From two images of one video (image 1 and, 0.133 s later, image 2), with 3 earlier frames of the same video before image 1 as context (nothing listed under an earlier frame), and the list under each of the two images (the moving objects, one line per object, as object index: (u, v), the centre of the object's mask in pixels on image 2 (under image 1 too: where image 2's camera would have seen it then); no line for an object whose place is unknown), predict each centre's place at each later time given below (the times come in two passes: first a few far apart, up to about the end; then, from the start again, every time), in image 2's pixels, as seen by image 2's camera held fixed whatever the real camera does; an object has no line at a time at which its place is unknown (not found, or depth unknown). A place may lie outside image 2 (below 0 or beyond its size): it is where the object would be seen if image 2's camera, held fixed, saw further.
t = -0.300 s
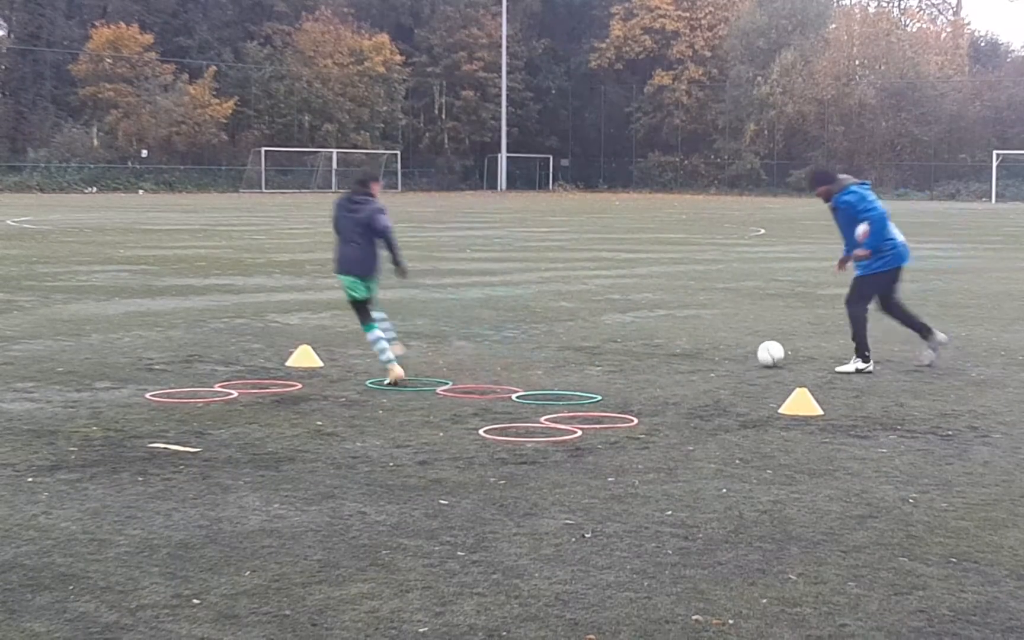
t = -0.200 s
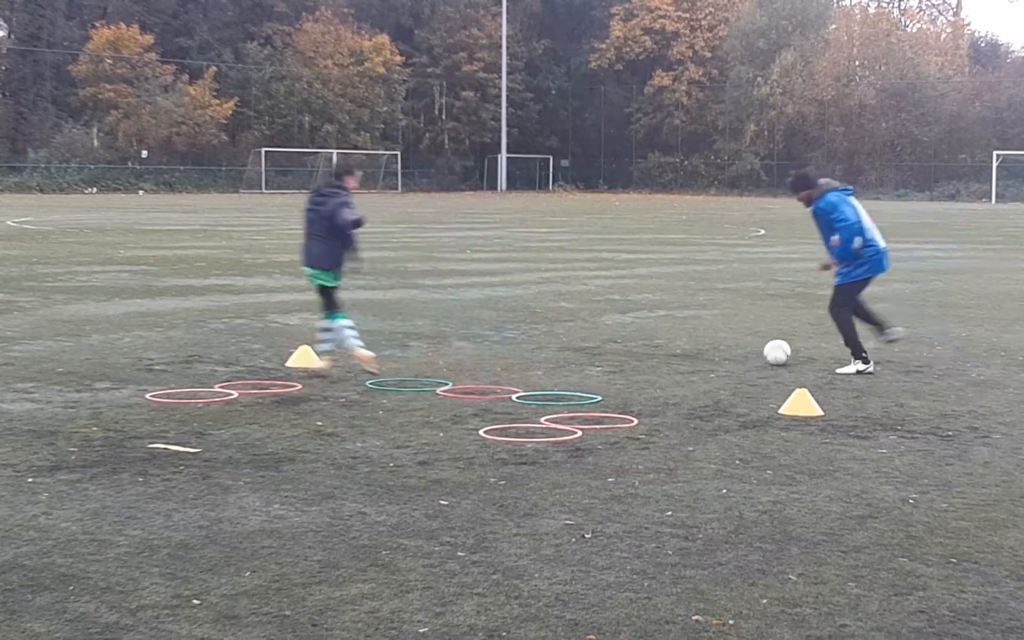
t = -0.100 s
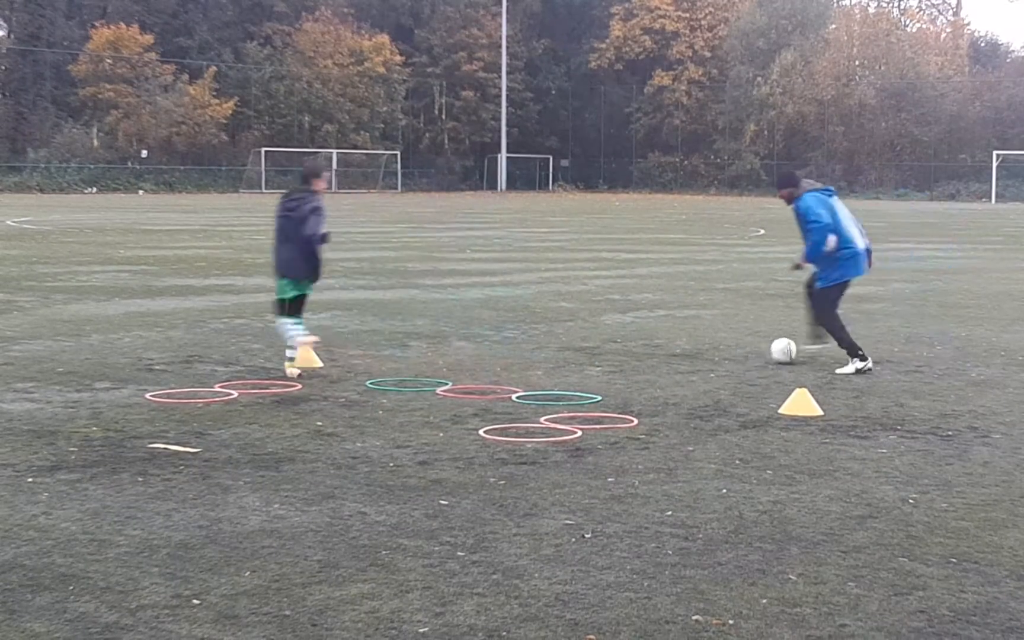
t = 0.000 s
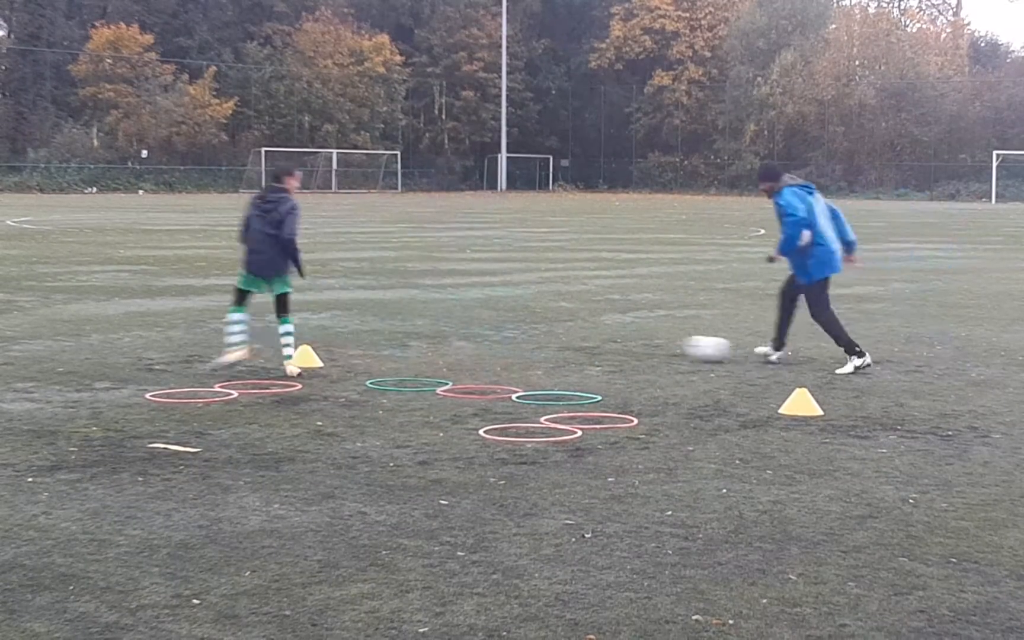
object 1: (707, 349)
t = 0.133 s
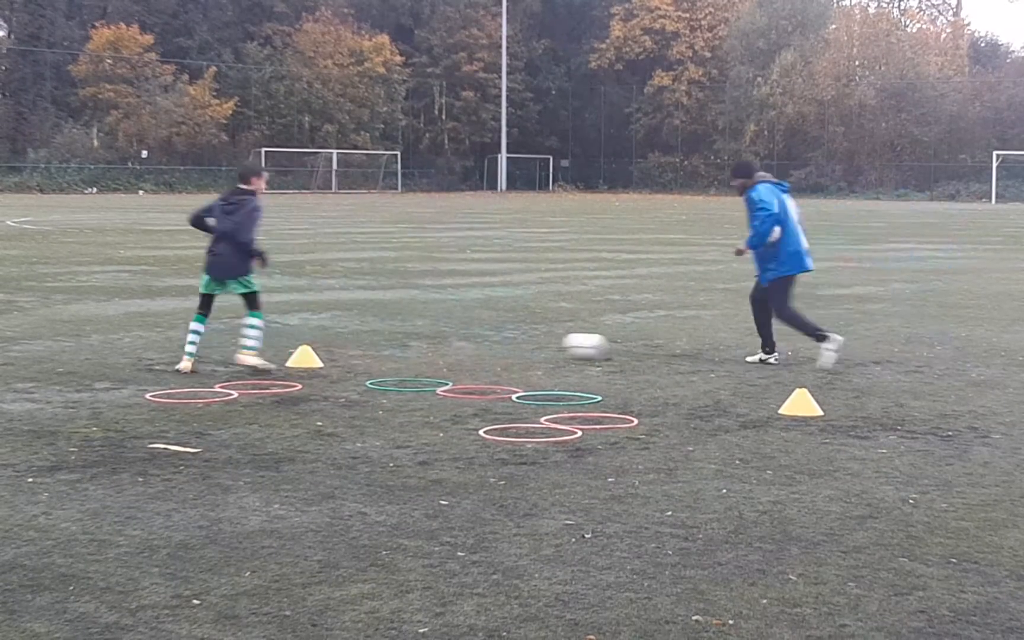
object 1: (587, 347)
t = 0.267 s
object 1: (475, 345)
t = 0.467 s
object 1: (332, 342)
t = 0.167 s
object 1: (557, 346)
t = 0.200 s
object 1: (527, 346)
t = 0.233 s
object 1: (502, 345)
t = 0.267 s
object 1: (475, 345)
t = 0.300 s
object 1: (450, 344)
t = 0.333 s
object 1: (424, 345)
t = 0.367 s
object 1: (400, 345)
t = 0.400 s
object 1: (376, 342)
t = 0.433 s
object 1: (354, 343)
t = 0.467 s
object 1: (332, 342)
